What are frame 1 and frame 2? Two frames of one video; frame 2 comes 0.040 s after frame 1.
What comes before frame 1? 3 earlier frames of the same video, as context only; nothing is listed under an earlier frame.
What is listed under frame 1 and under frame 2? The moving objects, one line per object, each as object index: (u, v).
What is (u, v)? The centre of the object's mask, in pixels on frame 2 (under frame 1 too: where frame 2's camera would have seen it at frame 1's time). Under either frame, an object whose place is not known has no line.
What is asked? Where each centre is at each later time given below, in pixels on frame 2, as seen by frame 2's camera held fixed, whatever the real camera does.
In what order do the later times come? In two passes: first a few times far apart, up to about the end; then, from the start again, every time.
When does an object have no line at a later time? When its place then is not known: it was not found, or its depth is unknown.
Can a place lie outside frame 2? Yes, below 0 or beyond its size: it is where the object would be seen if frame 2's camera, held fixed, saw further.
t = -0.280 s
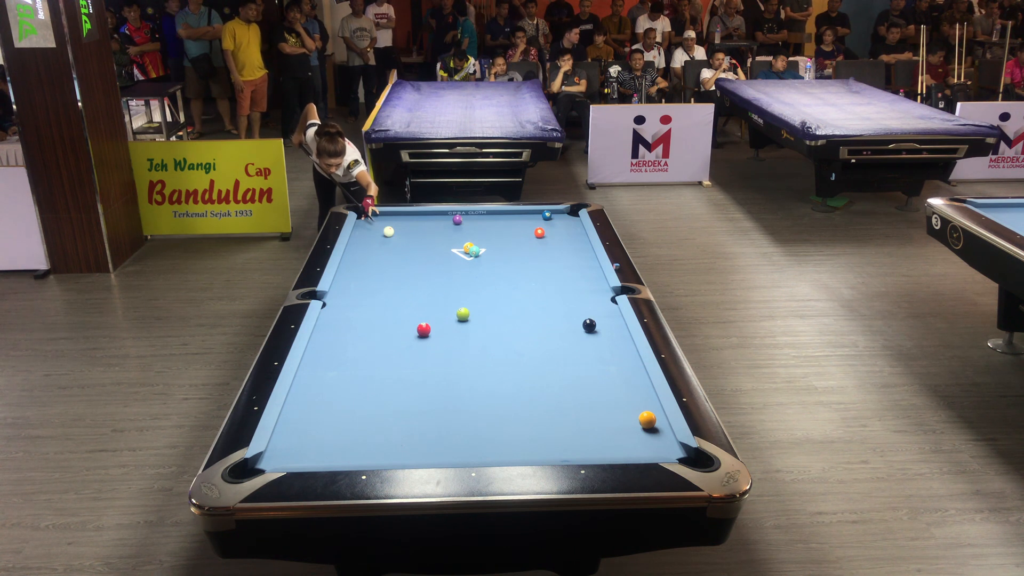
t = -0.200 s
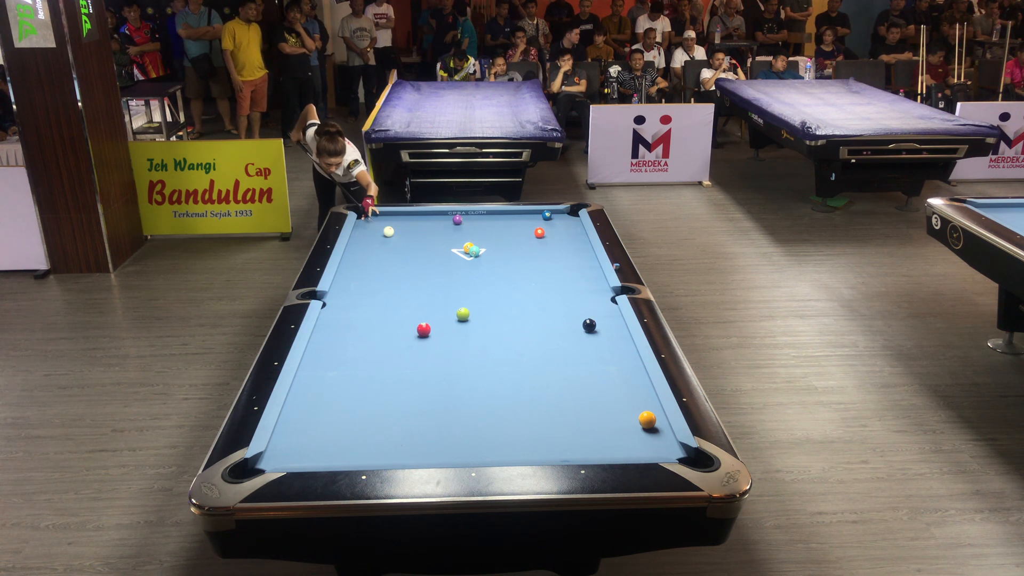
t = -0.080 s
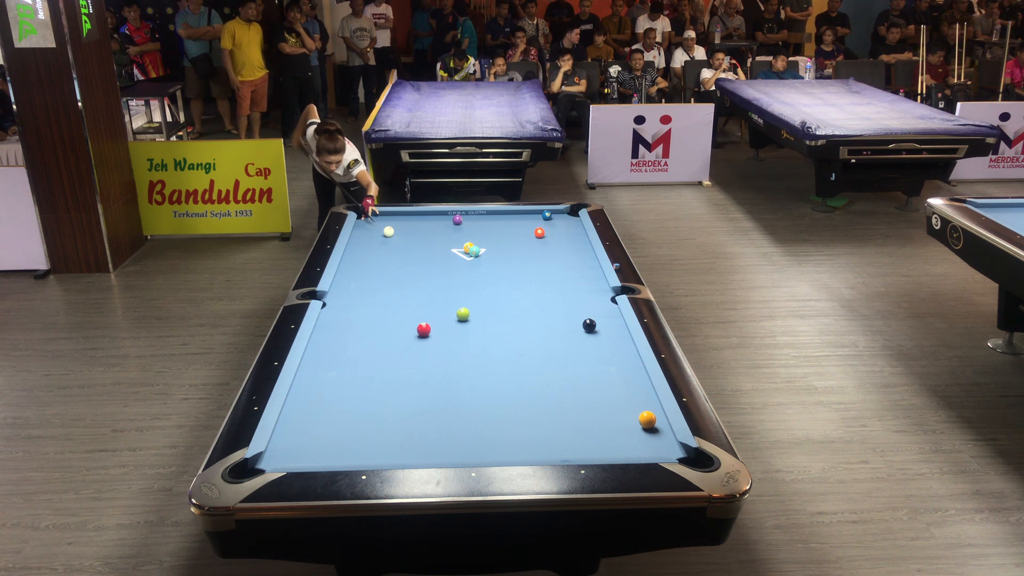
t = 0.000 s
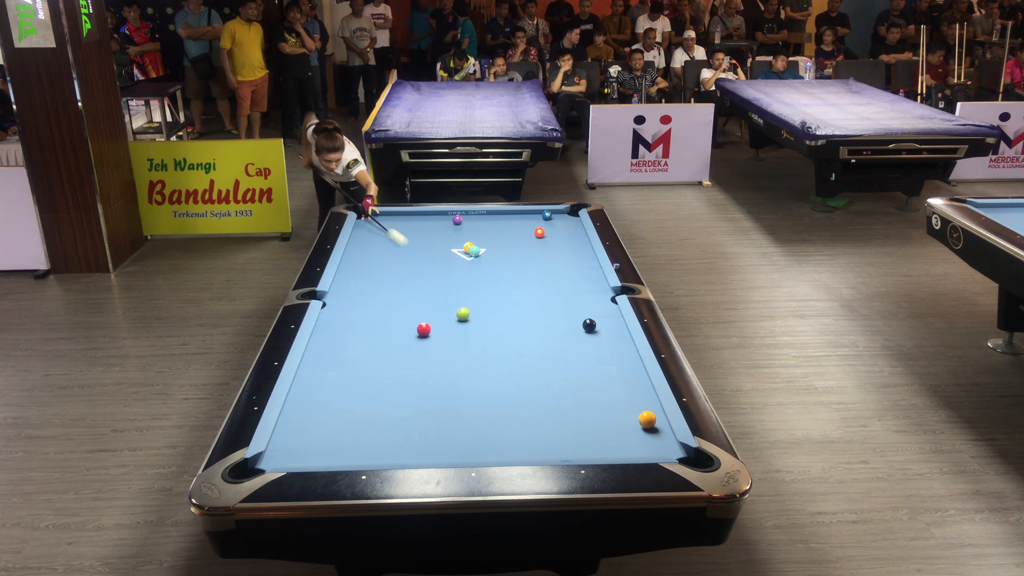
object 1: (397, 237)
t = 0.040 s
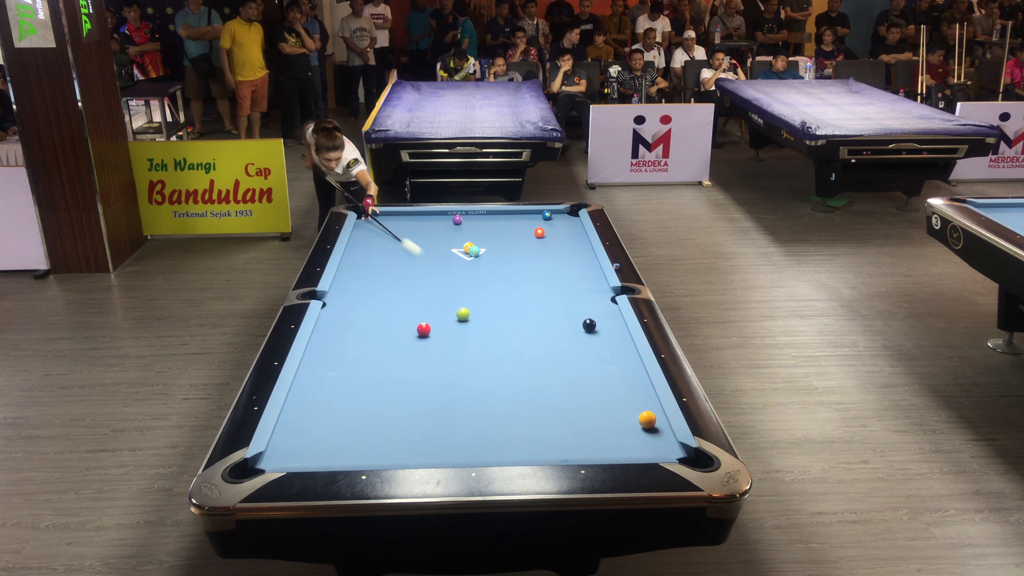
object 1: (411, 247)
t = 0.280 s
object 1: (510, 317)
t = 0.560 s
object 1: (653, 410)
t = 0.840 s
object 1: (582, 390)
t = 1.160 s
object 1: (515, 369)
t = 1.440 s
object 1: (464, 353)
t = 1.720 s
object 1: (417, 339)
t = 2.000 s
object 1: (375, 327)
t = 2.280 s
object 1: (337, 316)
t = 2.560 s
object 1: (341, 309)
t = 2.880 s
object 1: (361, 303)
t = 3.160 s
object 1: (377, 299)
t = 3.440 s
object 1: (391, 296)
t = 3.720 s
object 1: (403, 292)
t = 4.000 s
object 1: (414, 289)
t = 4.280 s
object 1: (423, 287)
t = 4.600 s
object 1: (432, 284)
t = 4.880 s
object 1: (438, 282)
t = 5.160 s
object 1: (443, 281)
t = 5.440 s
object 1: (447, 280)
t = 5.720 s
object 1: (451, 279)
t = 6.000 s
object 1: (453, 278)
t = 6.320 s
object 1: (454, 278)
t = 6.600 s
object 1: (454, 278)
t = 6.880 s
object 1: (454, 278)
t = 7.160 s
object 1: (454, 277)
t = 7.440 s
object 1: (454, 277)
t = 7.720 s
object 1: (454, 278)
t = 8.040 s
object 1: (454, 278)
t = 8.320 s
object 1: (454, 278)
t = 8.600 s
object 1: (454, 277)
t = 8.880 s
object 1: (454, 277)
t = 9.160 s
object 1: (454, 277)
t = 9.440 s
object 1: (454, 277)
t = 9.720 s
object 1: (454, 277)
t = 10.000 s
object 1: (454, 277)
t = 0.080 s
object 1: (426, 258)
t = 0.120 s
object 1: (441, 268)
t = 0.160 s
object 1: (457, 280)
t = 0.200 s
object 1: (474, 292)
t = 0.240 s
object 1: (492, 304)
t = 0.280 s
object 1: (510, 317)
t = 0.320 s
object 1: (530, 332)
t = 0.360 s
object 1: (549, 344)
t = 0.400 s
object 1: (571, 360)
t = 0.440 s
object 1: (593, 374)
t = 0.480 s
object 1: (617, 391)
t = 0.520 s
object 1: (638, 405)
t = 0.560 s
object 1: (653, 410)
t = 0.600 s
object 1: (642, 407)
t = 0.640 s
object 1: (630, 405)
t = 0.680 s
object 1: (619, 401)
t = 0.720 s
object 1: (610, 399)
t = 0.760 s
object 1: (600, 395)
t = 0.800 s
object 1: (591, 393)
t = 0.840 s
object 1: (582, 390)
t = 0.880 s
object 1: (573, 387)
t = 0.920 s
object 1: (564, 384)
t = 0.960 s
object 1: (556, 382)
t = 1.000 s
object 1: (548, 379)
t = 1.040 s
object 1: (539, 376)
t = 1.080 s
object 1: (531, 374)
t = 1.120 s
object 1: (523, 372)
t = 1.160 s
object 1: (515, 369)
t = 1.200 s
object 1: (507, 367)
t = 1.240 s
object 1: (500, 364)
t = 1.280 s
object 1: (492, 362)
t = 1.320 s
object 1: (485, 360)
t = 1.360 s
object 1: (478, 358)
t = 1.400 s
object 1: (471, 356)
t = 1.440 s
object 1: (464, 353)
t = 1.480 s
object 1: (457, 351)
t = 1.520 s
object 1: (450, 349)
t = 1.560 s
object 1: (443, 347)
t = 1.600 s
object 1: (437, 346)
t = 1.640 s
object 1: (430, 343)
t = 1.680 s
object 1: (424, 342)
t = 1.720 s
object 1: (417, 339)
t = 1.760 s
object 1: (411, 338)
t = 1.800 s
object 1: (405, 336)
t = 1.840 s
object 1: (399, 334)
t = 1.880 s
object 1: (393, 332)
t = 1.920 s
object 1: (387, 330)
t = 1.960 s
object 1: (381, 329)
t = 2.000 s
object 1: (375, 327)
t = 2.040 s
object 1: (369, 325)
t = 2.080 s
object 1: (364, 324)
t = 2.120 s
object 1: (358, 322)
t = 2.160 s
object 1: (353, 320)
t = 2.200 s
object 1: (347, 319)
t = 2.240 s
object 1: (342, 317)
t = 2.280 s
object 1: (337, 316)
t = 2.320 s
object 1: (332, 314)
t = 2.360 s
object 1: (327, 313)
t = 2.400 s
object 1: (329, 312)
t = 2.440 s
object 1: (333, 311)
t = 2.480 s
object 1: (335, 310)
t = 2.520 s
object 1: (338, 310)
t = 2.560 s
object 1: (341, 309)
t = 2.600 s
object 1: (343, 308)
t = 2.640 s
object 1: (346, 307)
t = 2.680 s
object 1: (349, 307)
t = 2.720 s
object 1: (351, 306)
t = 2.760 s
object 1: (354, 305)
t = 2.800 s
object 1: (356, 305)
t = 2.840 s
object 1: (358, 304)
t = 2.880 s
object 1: (361, 303)
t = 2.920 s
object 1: (363, 303)
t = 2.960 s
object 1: (366, 302)
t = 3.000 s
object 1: (368, 302)
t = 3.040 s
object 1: (370, 301)
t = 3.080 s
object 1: (372, 301)
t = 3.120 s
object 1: (375, 300)
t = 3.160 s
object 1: (377, 299)
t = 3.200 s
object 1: (379, 299)
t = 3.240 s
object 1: (381, 298)
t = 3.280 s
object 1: (383, 298)
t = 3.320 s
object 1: (385, 297)
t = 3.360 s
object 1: (387, 297)
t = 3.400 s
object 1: (389, 296)
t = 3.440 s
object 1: (391, 296)
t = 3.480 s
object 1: (393, 295)
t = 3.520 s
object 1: (394, 295)
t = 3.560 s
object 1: (396, 294)
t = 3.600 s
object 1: (398, 294)
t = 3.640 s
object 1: (400, 293)
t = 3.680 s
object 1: (401, 293)
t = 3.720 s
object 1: (403, 292)
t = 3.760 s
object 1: (404, 292)
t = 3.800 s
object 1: (406, 291)
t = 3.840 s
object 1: (408, 291)
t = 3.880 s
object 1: (409, 291)
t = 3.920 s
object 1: (411, 290)
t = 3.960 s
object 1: (412, 290)
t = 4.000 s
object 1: (414, 289)
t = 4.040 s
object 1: (415, 289)
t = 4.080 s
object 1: (416, 289)
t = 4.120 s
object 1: (418, 288)
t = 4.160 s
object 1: (419, 288)
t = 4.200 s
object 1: (420, 288)
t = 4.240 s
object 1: (422, 287)
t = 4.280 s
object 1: (423, 287)
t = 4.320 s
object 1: (424, 286)
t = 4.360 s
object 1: (425, 286)
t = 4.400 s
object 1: (426, 286)
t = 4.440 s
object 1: (428, 286)
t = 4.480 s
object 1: (429, 285)
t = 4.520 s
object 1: (430, 285)
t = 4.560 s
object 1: (431, 285)
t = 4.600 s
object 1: (432, 284)
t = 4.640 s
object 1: (433, 284)
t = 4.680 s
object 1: (434, 284)
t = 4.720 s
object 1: (435, 283)
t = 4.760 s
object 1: (436, 283)
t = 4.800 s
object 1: (436, 283)
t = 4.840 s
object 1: (437, 283)
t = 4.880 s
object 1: (438, 282)
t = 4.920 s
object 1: (439, 282)
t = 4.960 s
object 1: (440, 282)
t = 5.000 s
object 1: (440, 282)
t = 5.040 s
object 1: (441, 282)
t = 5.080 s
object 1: (442, 281)
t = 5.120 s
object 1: (443, 281)
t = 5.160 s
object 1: (443, 281)
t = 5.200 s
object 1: (444, 281)
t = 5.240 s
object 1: (445, 280)
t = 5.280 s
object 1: (445, 280)
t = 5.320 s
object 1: (446, 280)
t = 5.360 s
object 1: (446, 280)
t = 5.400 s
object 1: (447, 280)
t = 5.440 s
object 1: (447, 280)
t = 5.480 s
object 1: (448, 280)
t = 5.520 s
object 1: (448, 279)
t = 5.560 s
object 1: (449, 279)
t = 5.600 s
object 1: (449, 279)
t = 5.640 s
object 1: (450, 279)
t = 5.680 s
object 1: (450, 279)
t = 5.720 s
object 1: (451, 279)
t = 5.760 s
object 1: (451, 279)
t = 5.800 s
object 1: (451, 278)
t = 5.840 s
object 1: (452, 278)
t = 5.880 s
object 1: (452, 278)
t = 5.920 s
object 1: (452, 278)
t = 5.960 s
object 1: (453, 278)
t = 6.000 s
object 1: (453, 278)
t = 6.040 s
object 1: (453, 278)
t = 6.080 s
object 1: (453, 278)
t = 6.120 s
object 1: (453, 278)
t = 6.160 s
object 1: (453, 278)
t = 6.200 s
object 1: (454, 278)
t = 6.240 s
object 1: (454, 278)
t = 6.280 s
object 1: (454, 278)
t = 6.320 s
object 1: (454, 278)
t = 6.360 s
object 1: (454, 278)
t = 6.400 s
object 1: (454, 278)
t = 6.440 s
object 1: (454, 278)
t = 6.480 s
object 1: (454, 278)
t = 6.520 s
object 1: (454, 278)
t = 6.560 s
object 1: (454, 278)
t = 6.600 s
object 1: (454, 278)
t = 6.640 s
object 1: (454, 278)
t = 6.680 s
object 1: (454, 278)
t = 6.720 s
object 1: (454, 278)
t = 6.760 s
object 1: (454, 278)
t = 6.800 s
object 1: (454, 278)
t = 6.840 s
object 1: (454, 278)
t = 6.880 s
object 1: (454, 278)
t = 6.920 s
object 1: (454, 278)
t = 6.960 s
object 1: (454, 278)
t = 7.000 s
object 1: (454, 278)
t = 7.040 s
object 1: (454, 278)
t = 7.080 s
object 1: (454, 278)
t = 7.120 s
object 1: (454, 278)
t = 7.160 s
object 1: (454, 277)
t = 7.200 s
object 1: (454, 278)
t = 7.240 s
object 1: (454, 278)
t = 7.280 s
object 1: (454, 278)
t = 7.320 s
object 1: (454, 277)
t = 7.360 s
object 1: (454, 277)
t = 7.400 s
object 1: (454, 277)
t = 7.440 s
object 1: (454, 277)
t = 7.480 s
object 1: (454, 277)
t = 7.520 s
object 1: (454, 277)
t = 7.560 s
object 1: (454, 278)
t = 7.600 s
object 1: (454, 278)
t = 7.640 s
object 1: (454, 278)
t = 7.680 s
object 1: (454, 278)
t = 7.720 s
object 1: (454, 278)
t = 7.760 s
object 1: (454, 278)
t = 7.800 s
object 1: (454, 278)
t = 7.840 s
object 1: (454, 278)
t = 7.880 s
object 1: (454, 278)
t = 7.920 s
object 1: (454, 278)
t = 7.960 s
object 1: (454, 278)
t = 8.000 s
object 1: (454, 278)
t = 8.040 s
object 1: (454, 278)
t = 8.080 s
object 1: (454, 278)
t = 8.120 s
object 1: (454, 278)
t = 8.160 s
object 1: (454, 278)
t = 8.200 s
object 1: (454, 278)
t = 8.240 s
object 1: (454, 278)
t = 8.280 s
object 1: (454, 278)
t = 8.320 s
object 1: (454, 278)
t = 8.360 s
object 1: (454, 277)
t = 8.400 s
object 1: (454, 277)
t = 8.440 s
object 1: (454, 277)
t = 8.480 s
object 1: (454, 277)
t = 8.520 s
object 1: (454, 277)
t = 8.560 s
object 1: (454, 277)
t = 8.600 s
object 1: (454, 277)
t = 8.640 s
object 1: (454, 277)
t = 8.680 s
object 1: (454, 277)
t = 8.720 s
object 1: (454, 277)
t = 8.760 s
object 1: (454, 277)
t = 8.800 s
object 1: (454, 277)
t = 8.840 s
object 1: (454, 277)
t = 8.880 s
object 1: (454, 277)
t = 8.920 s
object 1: (454, 277)
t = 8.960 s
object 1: (454, 277)
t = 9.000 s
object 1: (454, 277)
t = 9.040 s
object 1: (454, 277)
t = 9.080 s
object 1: (454, 277)
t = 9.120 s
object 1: (454, 277)
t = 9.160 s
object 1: (454, 277)
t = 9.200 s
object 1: (454, 277)
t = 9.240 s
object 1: (454, 277)
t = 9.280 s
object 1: (454, 277)
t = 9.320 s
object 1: (454, 277)
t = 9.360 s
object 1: (454, 277)
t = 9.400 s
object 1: (454, 277)
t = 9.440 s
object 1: (454, 277)
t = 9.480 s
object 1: (454, 277)
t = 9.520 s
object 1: (454, 277)
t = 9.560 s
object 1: (454, 277)
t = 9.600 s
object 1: (454, 277)
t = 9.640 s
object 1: (454, 277)
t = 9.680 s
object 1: (454, 277)
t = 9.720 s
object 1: (454, 277)
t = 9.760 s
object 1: (454, 277)
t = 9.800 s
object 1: (454, 277)
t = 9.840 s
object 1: (454, 277)
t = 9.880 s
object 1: (454, 277)
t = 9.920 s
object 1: (454, 277)
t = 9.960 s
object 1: (454, 277)
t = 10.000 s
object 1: (454, 277)
